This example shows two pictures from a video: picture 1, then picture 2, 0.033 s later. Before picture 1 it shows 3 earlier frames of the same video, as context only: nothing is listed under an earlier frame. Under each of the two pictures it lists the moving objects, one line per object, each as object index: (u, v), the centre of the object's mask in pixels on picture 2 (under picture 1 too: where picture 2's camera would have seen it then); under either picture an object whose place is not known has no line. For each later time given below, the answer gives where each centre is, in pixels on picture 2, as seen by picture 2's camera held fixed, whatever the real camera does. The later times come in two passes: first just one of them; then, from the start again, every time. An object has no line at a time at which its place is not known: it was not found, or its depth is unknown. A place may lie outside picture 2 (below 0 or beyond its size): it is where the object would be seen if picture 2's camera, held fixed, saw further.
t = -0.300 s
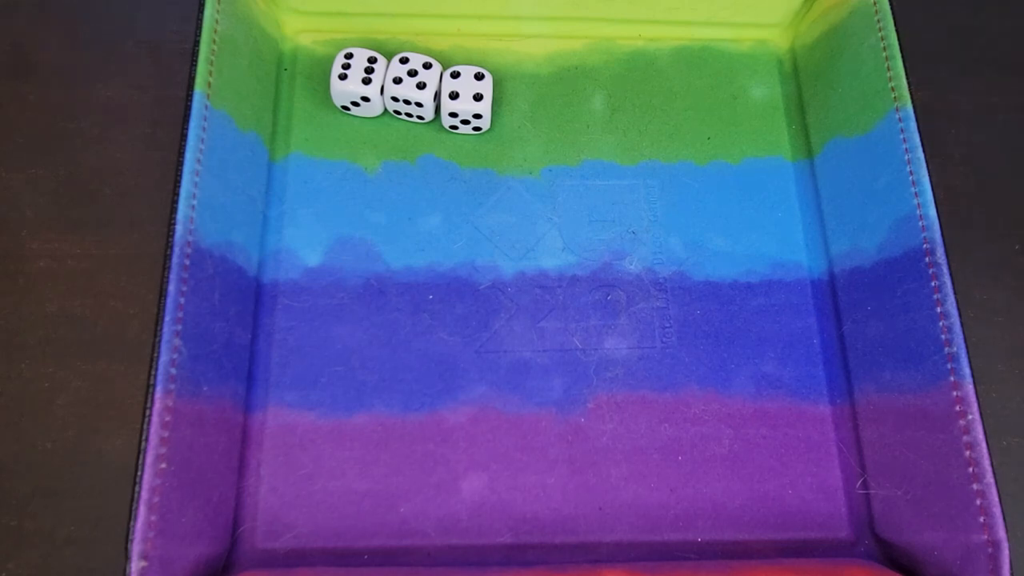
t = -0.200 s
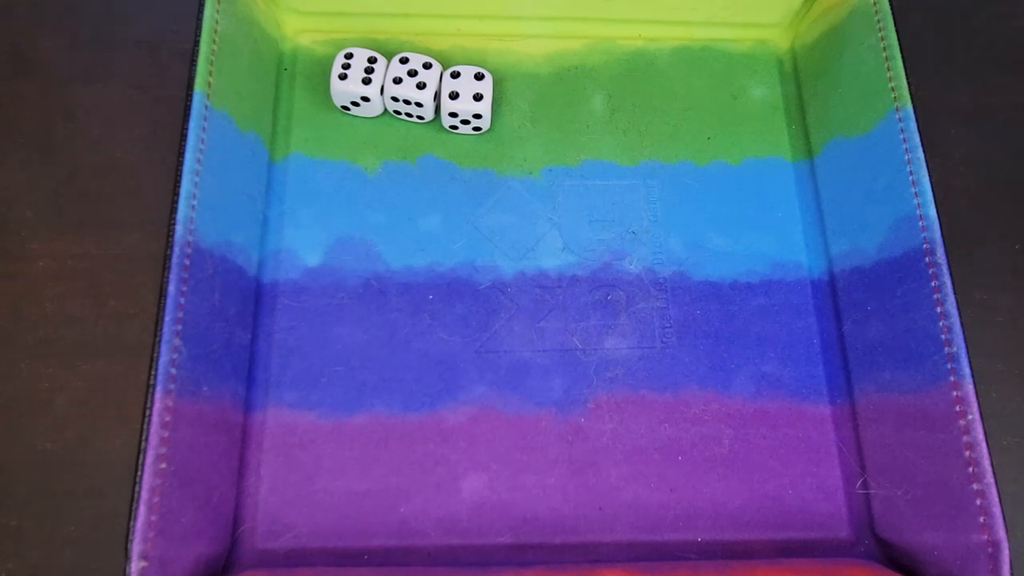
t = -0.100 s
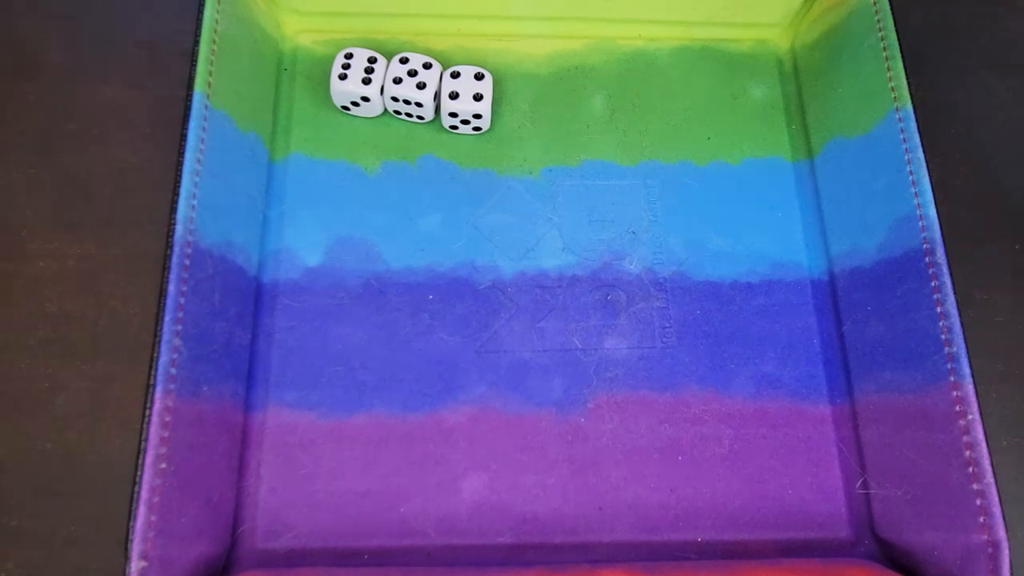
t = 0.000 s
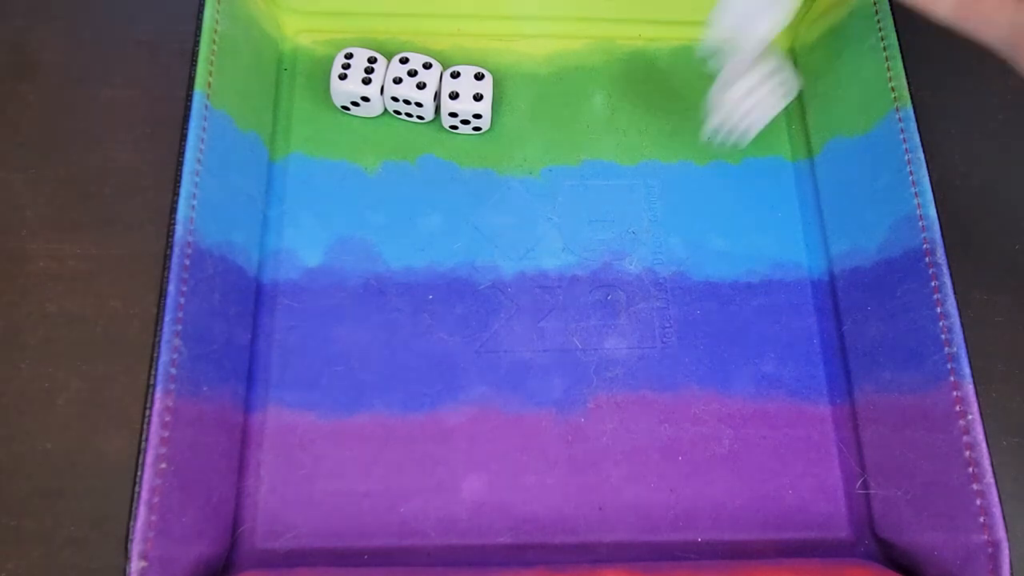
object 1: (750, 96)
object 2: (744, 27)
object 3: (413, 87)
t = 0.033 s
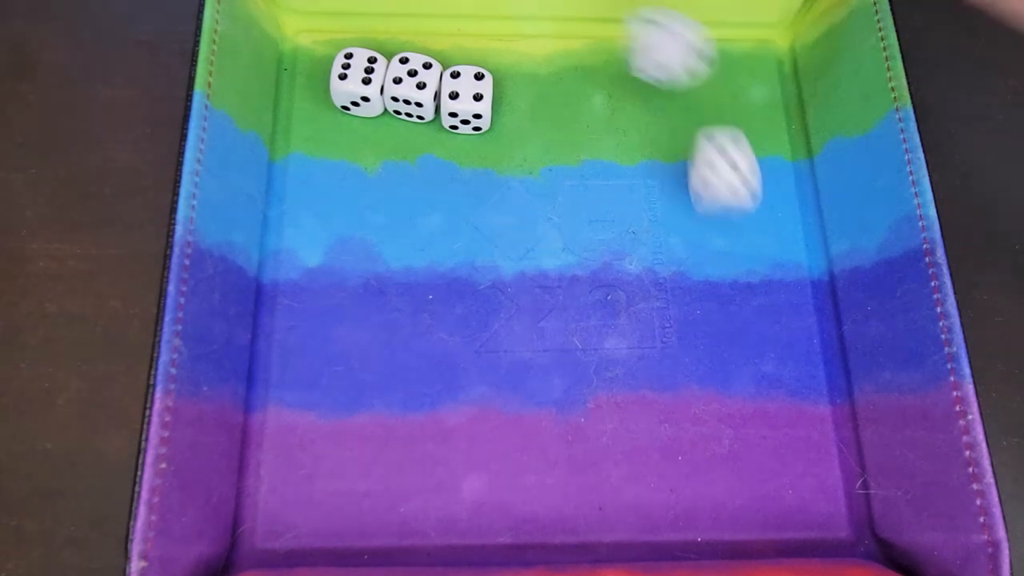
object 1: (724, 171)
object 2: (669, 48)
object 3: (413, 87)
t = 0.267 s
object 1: (827, 521)
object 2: (382, 28)
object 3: (407, 110)
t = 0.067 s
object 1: (743, 254)
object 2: (587, 28)
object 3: (413, 87)
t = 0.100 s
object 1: (768, 325)
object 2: (552, 12)
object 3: (413, 87)
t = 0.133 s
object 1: (795, 393)
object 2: (503, 14)
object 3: (413, 87)
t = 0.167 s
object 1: (814, 454)
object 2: (456, 27)
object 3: (413, 87)
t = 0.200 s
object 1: (825, 515)
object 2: (422, 32)
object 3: (409, 96)
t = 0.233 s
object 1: (830, 523)
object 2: (392, 26)
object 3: (407, 108)
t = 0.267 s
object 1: (827, 521)
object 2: (382, 28)
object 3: (407, 110)
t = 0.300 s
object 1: (828, 519)
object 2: (367, 26)
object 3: (408, 108)
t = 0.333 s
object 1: (833, 511)
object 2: (350, 26)
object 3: (410, 103)
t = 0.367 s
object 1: (834, 498)
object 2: (341, 26)
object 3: (411, 97)
